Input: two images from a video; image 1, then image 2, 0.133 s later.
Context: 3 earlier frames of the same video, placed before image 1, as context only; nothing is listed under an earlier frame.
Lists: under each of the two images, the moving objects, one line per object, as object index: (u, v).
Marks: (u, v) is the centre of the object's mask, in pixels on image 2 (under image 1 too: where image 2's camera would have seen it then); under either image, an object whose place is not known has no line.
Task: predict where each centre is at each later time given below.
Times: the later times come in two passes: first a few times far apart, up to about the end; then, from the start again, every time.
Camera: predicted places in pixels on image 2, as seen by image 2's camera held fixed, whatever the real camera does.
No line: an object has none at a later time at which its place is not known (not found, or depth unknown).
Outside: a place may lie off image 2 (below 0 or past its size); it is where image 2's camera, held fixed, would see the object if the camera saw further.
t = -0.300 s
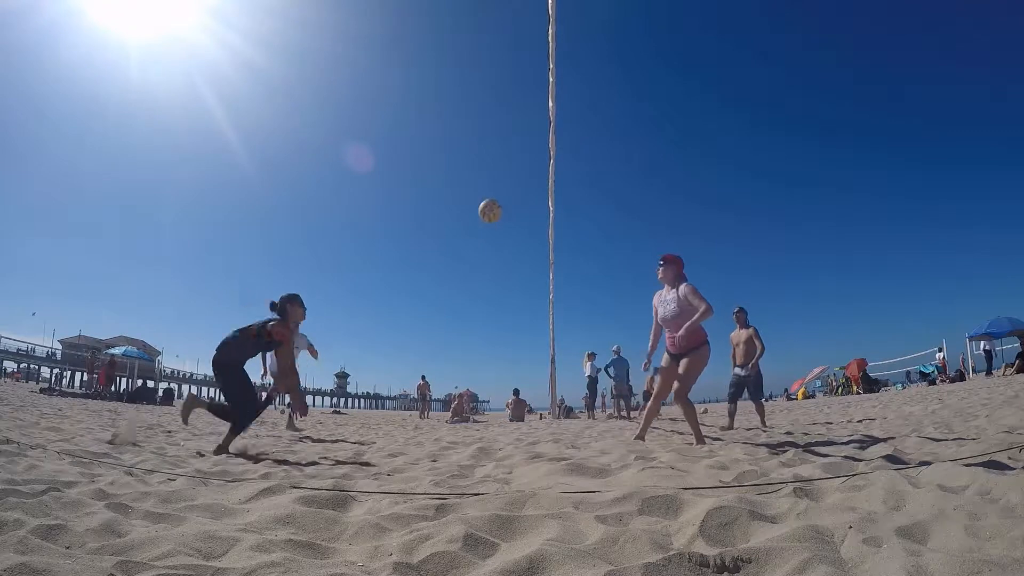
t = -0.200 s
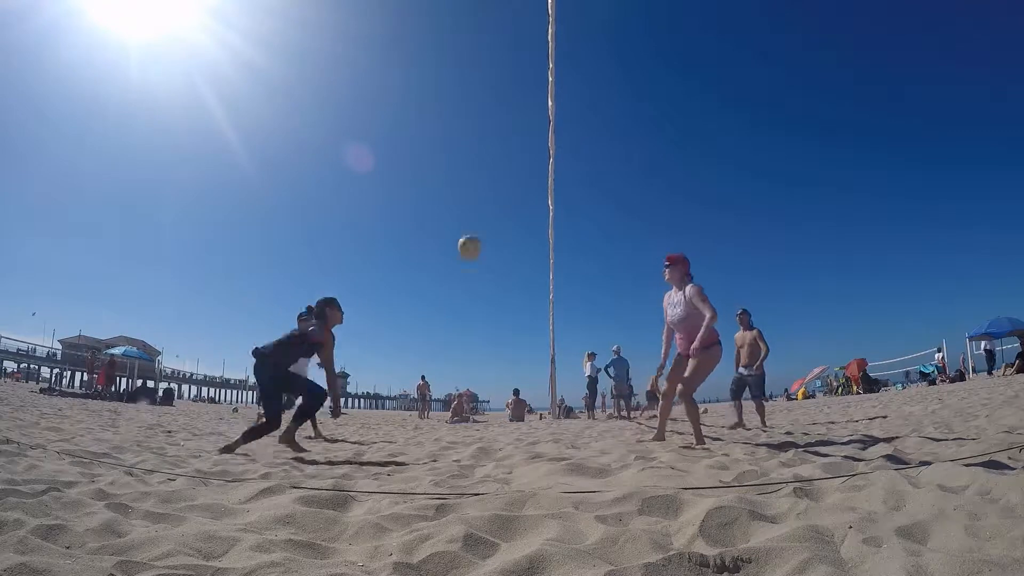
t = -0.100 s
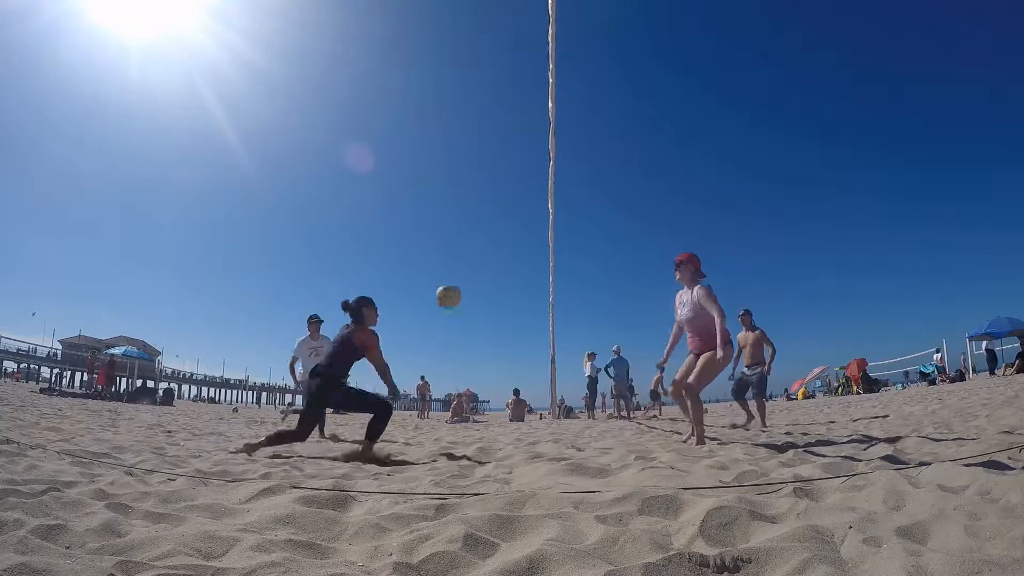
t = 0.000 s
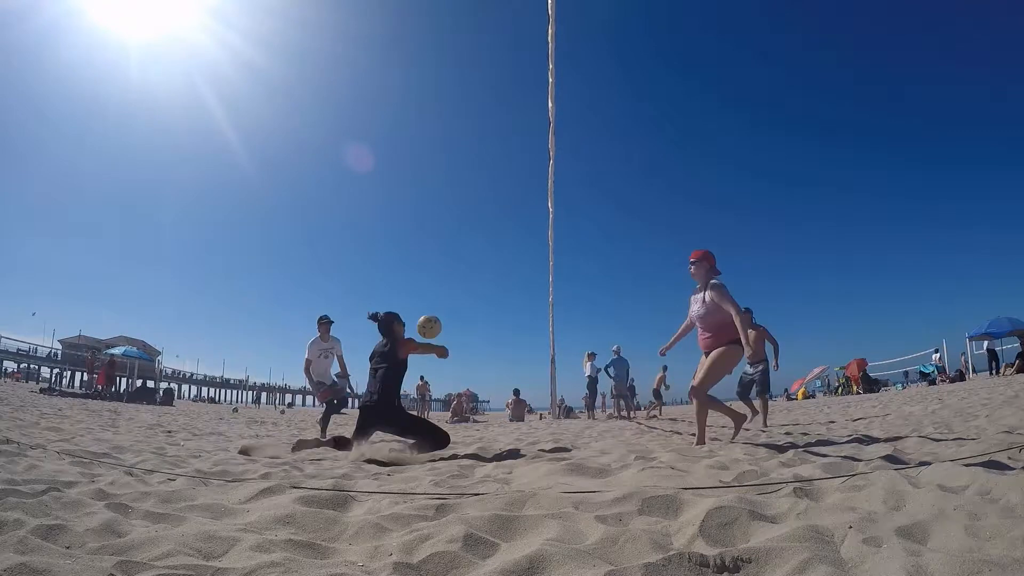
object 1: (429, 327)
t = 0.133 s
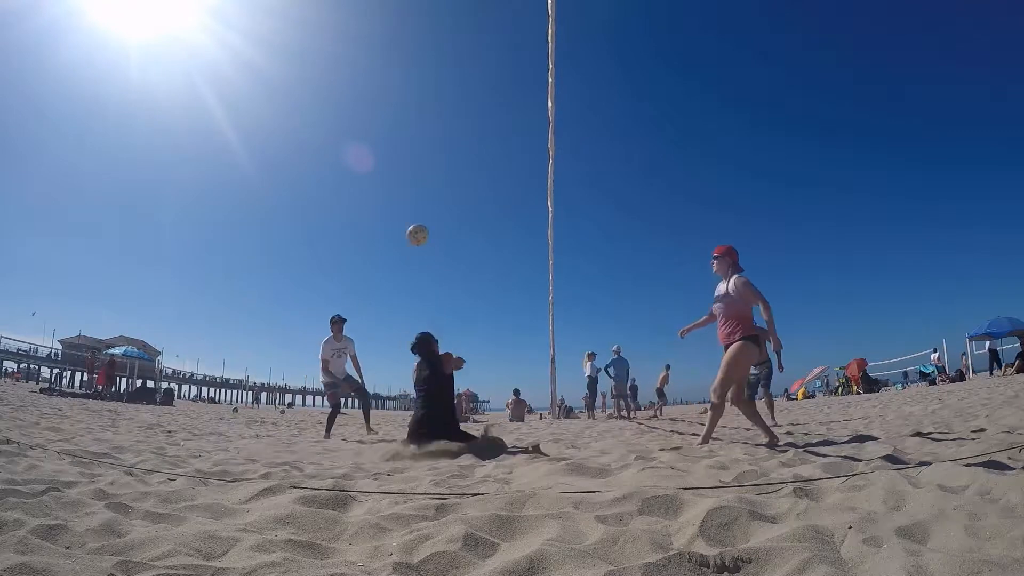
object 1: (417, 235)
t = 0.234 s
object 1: (410, 188)
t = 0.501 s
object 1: (389, 121)
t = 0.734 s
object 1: (371, 112)
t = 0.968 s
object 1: (349, 136)
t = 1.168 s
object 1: (327, 181)
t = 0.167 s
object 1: (415, 217)
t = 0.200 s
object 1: (413, 201)
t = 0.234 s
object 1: (410, 188)
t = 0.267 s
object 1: (409, 175)
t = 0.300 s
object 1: (407, 163)
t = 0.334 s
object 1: (402, 154)
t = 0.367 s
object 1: (400, 146)
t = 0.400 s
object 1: (398, 137)
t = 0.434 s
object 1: (394, 131)
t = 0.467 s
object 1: (392, 125)
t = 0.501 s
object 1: (389, 121)
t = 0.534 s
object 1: (387, 118)
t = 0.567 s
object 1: (385, 116)
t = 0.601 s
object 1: (382, 113)
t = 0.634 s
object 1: (379, 112)
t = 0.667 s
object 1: (376, 111)
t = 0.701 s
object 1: (373, 112)
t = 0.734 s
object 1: (371, 112)
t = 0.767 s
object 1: (367, 114)
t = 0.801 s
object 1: (364, 116)
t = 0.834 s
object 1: (362, 118)
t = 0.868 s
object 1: (358, 122)
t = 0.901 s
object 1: (355, 125)
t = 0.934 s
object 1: (351, 129)
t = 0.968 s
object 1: (349, 136)
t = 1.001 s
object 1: (345, 142)
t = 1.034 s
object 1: (342, 147)
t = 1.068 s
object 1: (338, 155)
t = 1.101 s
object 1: (334, 162)
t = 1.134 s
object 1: (331, 171)
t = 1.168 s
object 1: (327, 181)
